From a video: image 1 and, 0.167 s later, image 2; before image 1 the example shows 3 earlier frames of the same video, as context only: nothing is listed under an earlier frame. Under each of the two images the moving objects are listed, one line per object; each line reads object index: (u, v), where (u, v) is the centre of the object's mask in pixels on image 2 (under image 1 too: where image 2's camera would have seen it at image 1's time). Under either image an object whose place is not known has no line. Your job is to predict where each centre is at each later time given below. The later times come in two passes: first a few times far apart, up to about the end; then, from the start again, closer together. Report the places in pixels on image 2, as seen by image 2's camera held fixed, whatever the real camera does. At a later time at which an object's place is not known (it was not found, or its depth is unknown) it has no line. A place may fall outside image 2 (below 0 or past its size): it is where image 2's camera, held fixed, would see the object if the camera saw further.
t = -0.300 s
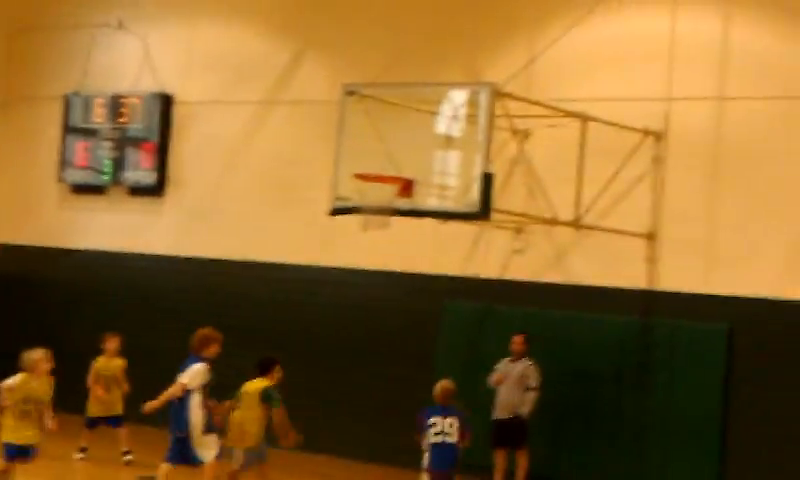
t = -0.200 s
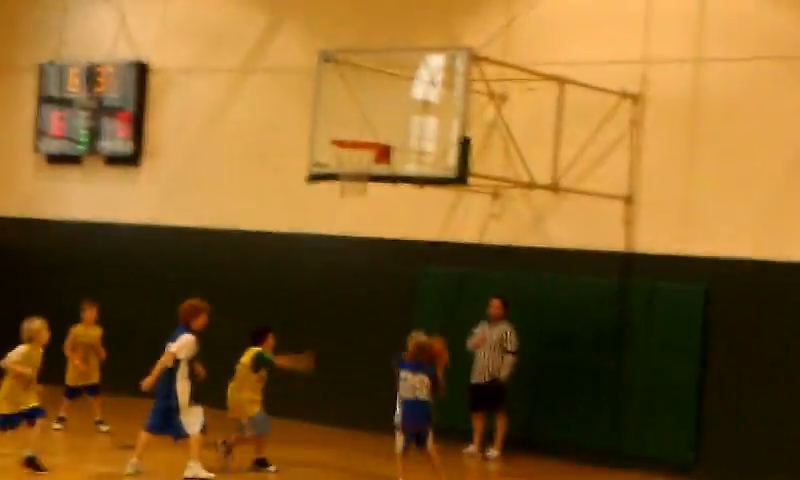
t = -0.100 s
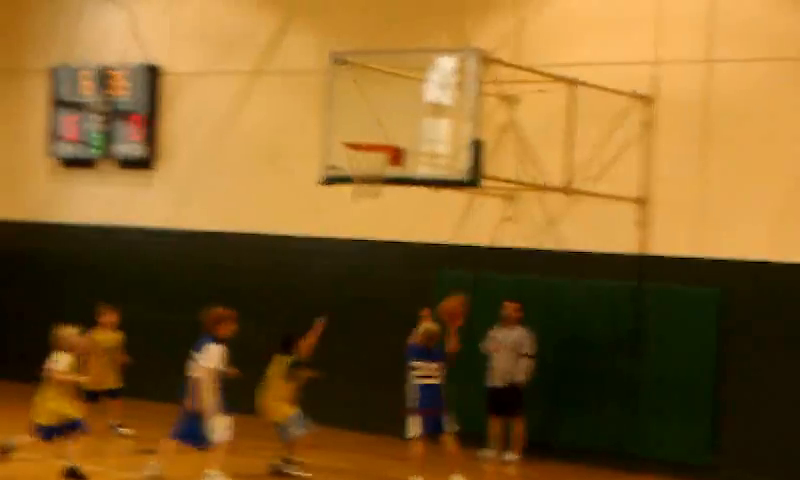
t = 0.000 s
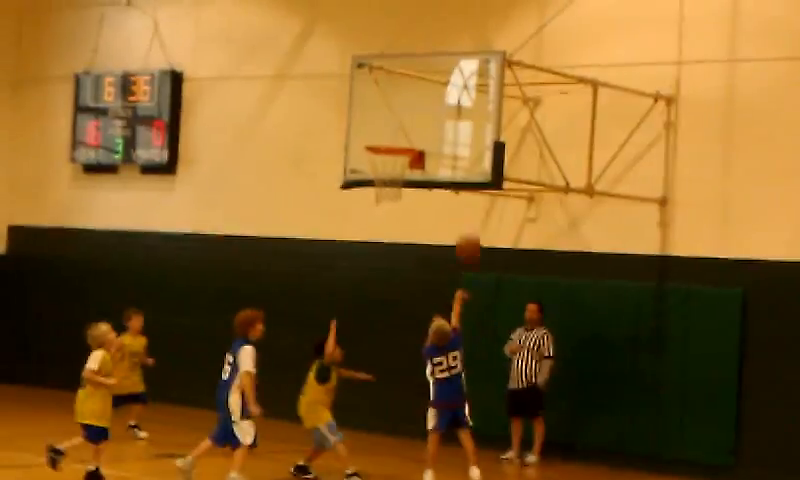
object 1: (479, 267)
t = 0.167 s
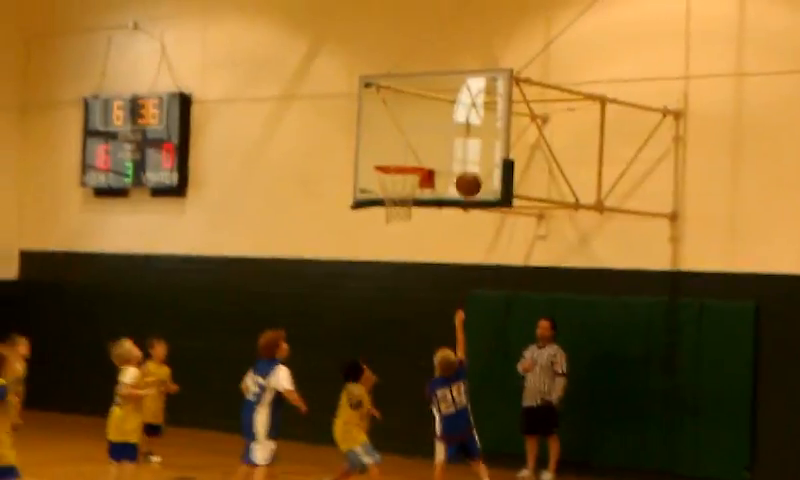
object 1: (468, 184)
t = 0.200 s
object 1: (465, 172)
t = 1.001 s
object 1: (381, 143)
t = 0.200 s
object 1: (465, 172)
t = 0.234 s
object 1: (462, 162)
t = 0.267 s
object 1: (460, 151)
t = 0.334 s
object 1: (455, 134)
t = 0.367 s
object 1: (452, 130)
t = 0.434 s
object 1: (446, 122)
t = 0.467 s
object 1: (444, 120)
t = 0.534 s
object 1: (438, 118)
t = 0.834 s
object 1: (394, 155)
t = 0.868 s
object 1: (392, 151)
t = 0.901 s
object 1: (389, 147)
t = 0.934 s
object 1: (386, 144)
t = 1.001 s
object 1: (381, 143)
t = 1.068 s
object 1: (376, 145)
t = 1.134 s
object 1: (369, 152)
